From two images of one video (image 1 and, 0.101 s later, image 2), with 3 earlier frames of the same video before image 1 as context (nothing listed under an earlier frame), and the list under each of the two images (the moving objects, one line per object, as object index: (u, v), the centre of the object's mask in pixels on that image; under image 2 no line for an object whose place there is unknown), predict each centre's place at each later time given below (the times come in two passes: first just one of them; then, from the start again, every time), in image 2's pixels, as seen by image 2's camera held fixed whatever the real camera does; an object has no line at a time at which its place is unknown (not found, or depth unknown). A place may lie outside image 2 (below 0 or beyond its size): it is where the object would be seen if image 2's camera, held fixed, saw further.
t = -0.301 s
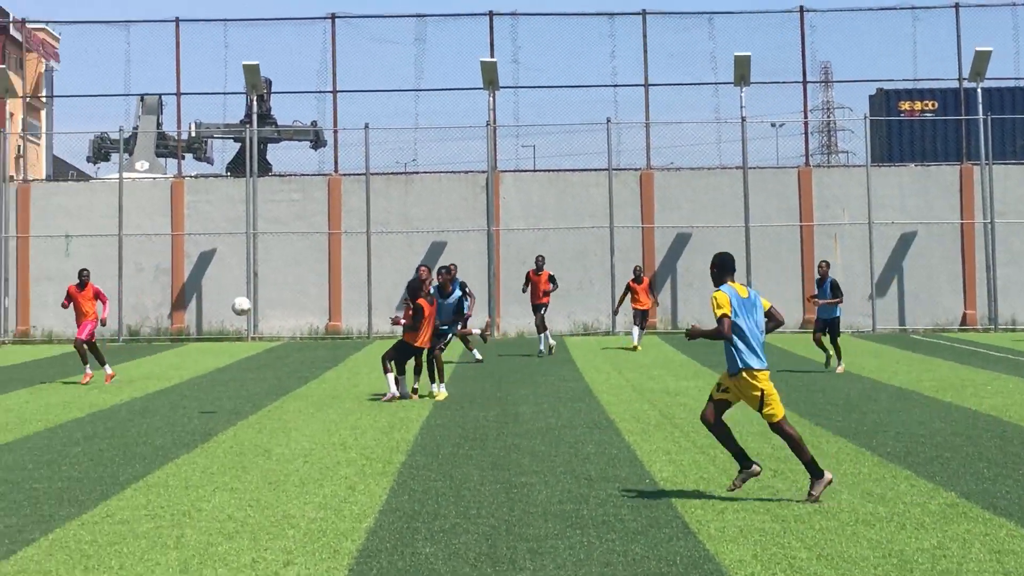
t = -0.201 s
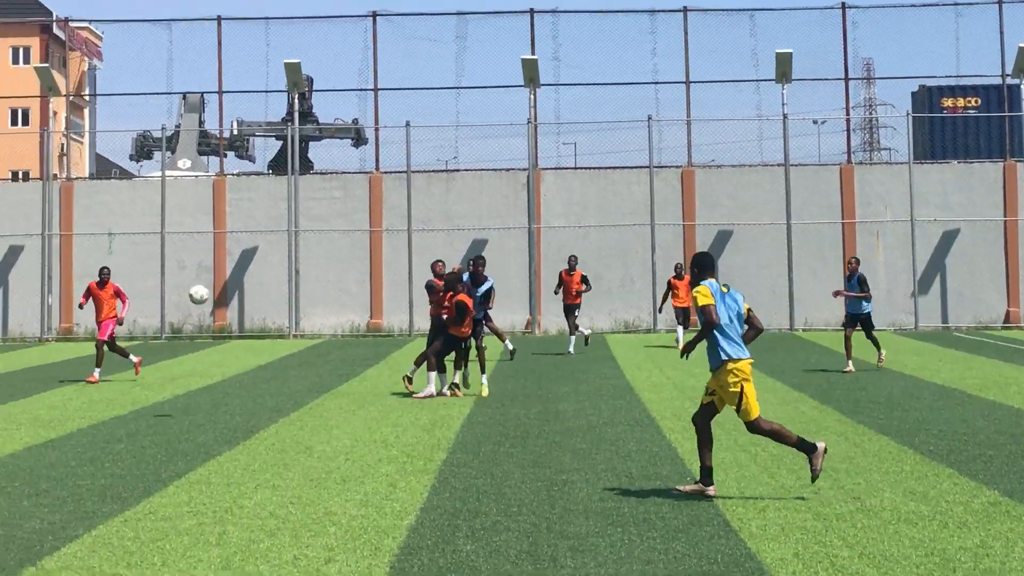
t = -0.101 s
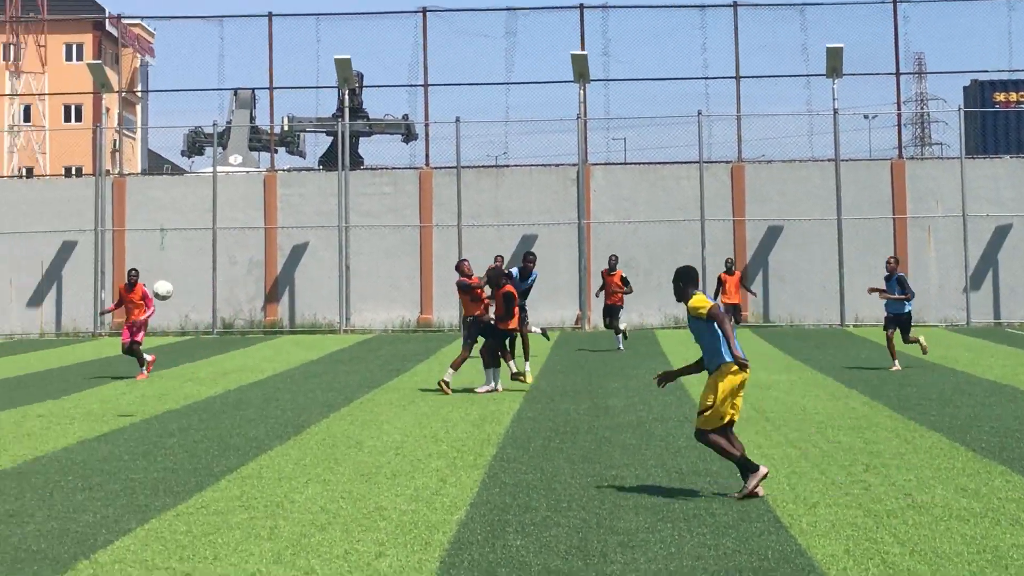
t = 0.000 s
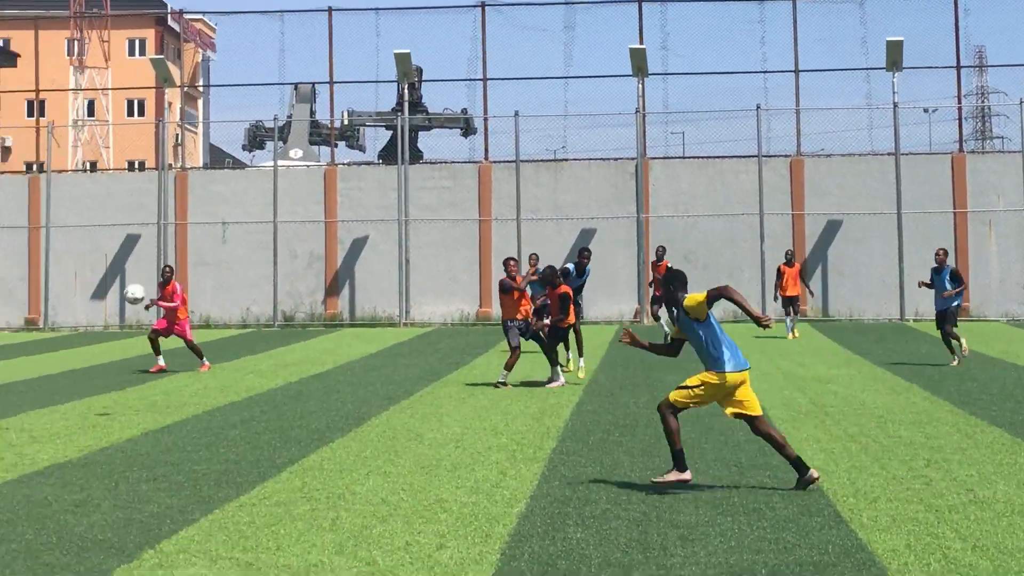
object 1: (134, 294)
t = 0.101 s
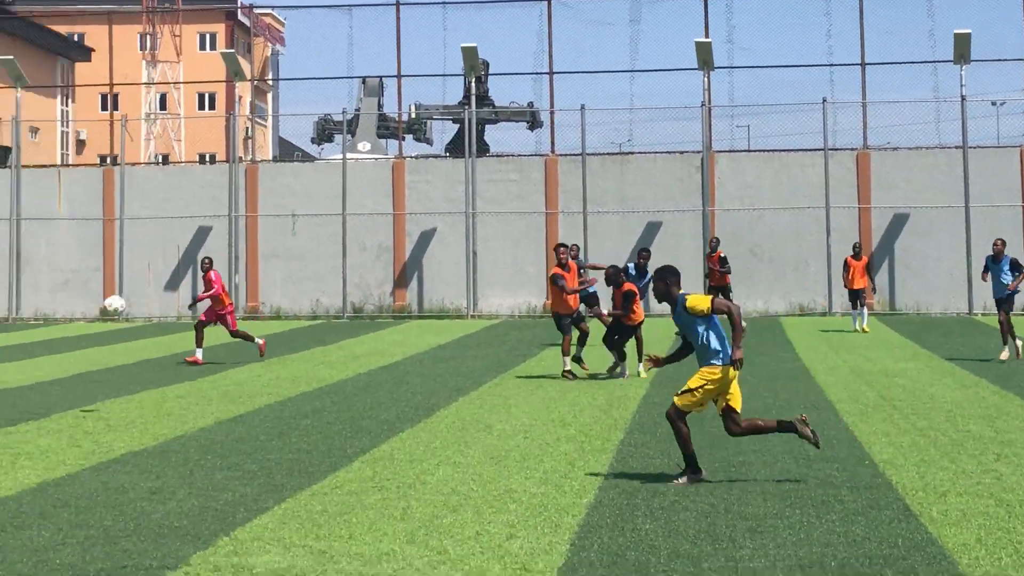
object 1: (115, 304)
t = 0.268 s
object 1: (-59, 366)
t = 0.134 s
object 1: (82, 316)
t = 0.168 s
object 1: (47, 326)
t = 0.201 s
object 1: (12, 337)
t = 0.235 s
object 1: (-23, 350)
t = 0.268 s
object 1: (-59, 366)
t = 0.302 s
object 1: (-97, 383)
